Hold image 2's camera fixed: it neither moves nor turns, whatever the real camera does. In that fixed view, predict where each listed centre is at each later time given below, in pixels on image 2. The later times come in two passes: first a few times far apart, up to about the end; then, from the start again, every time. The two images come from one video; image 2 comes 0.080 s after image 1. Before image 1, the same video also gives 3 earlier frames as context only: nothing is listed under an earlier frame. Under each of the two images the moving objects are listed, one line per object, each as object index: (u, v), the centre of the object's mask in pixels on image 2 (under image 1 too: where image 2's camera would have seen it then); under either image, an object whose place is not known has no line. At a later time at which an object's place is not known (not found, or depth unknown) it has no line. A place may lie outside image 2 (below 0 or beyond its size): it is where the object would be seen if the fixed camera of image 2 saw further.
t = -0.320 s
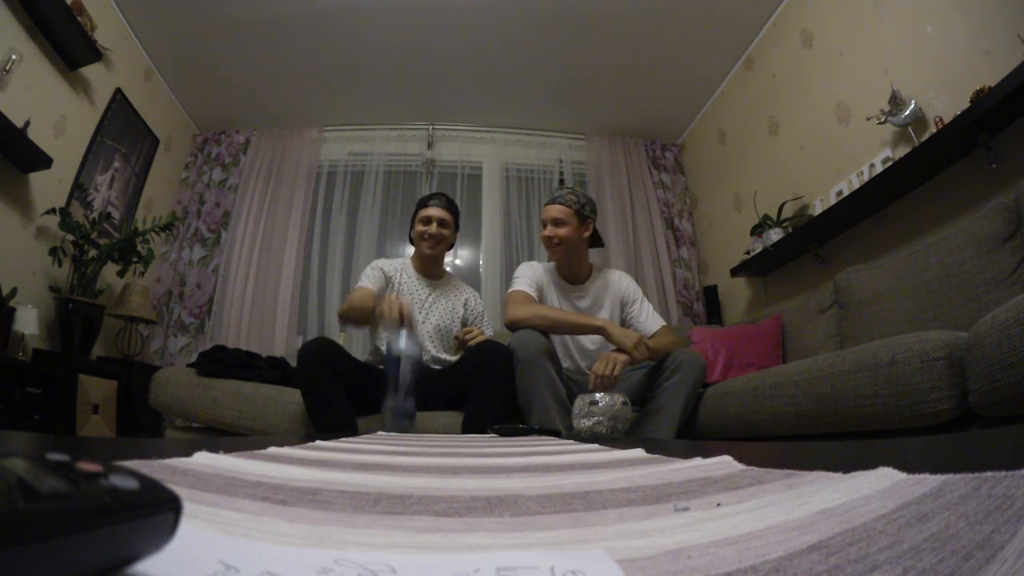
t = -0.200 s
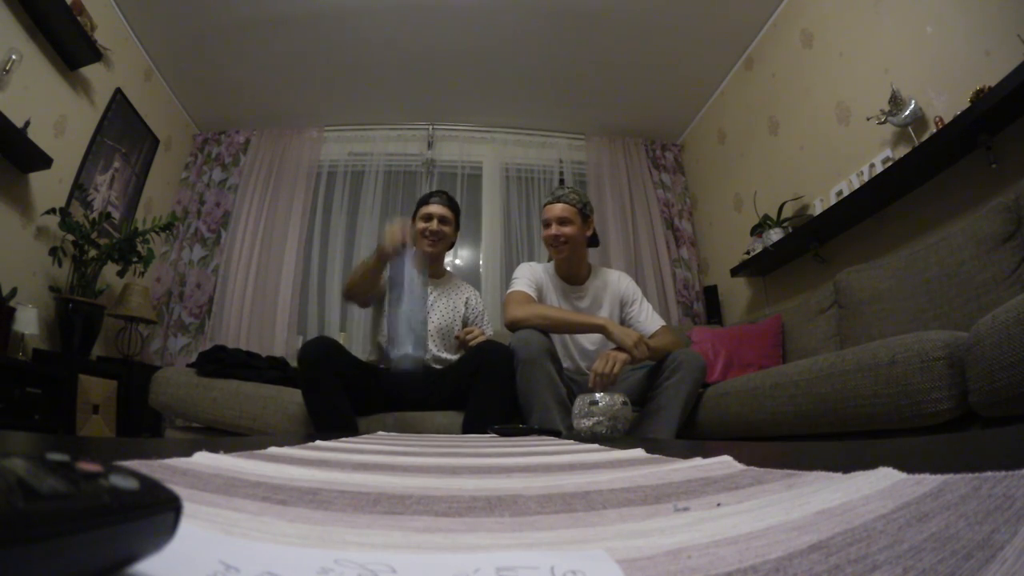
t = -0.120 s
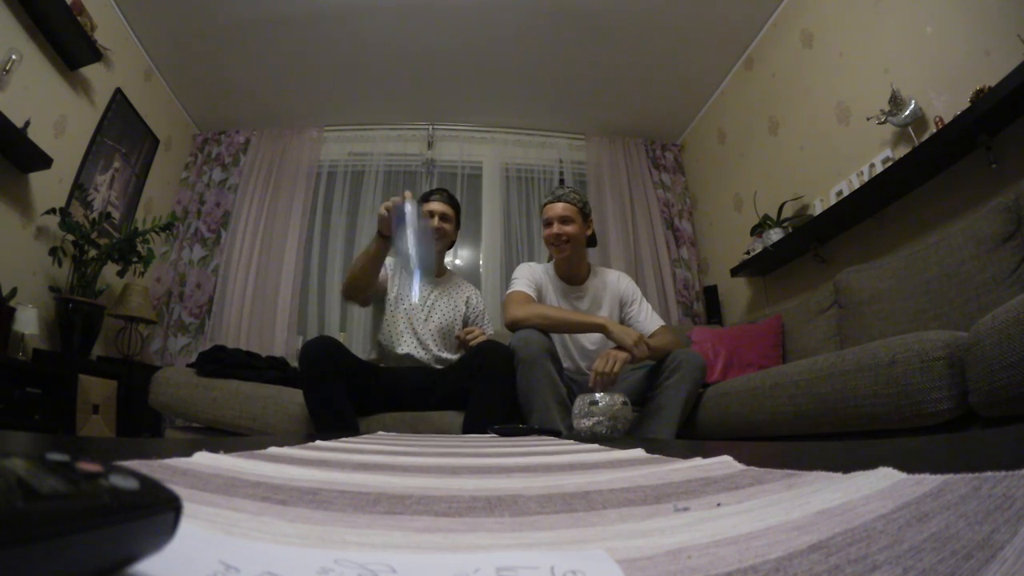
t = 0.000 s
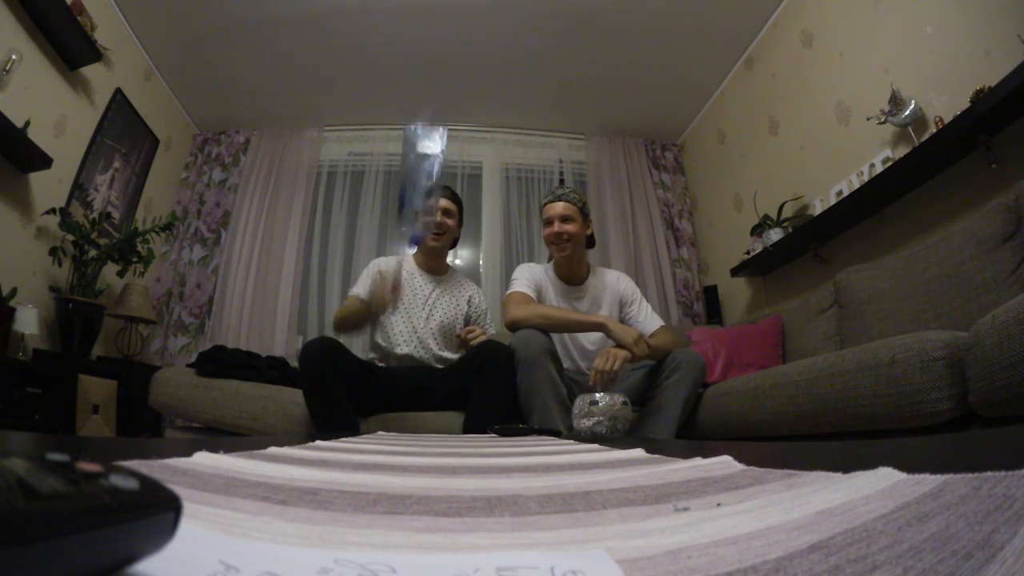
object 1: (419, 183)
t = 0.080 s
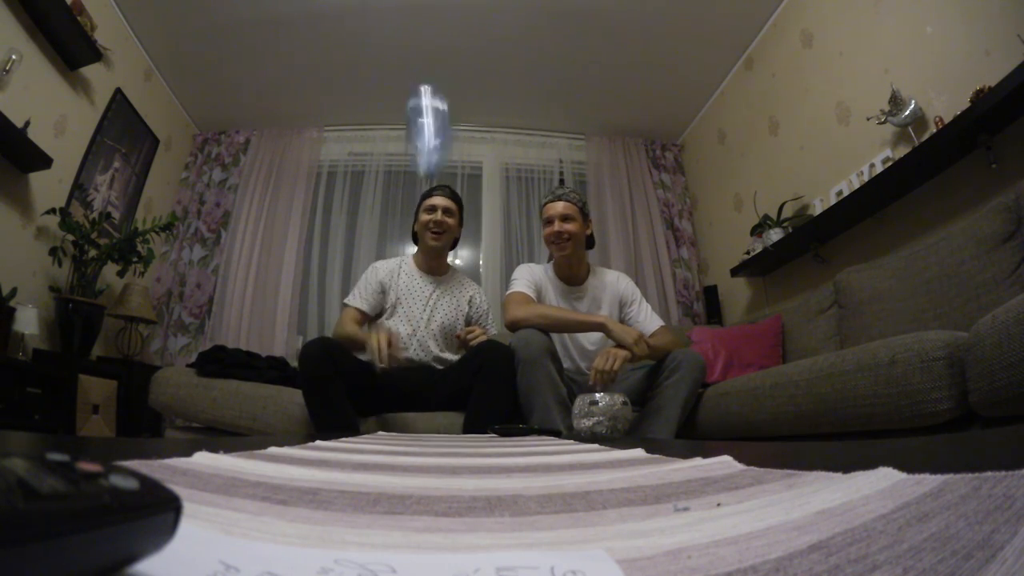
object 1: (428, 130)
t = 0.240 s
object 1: (432, 78)
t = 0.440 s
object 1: (418, 268)
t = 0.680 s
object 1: (395, 334)
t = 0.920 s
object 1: (321, 342)
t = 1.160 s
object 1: (274, 404)
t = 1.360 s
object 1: (267, 403)
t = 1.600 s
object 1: (258, 402)
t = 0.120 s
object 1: (433, 91)
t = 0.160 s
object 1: (431, 79)
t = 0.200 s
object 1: (431, 75)
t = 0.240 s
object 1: (432, 78)
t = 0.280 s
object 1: (431, 89)
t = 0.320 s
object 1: (429, 109)
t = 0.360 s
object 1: (428, 133)
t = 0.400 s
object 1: (425, 169)
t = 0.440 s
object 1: (418, 268)
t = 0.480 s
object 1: (411, 337)
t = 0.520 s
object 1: (409, 338)
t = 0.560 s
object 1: (404, 337)
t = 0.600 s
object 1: (400, 336)
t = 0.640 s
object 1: (398, 335)
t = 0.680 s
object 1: (395, 334)
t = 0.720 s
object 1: (390, 332)
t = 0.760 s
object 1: (383, 329)
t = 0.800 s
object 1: (374, 330)
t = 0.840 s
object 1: (363, 330)
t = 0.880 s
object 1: (346, 333)
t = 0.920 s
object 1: (321, 342)
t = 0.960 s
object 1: (296, 373)
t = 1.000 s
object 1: (280, 398)
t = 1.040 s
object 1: (278, 399)
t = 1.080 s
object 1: (283, 404)
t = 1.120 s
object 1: (279, 403)
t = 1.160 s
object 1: (274, 404)
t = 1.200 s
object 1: (271, 403)
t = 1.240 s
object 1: (271, 403)
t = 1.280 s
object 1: (270, 403)
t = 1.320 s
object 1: (270, 403)
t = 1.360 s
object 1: (267, 403)
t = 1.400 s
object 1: (261, 402)
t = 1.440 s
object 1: (259, 402)
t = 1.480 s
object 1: (259, 402)
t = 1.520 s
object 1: (259, 402)
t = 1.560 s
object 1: (259, 402)
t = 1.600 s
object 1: (258, 402)
